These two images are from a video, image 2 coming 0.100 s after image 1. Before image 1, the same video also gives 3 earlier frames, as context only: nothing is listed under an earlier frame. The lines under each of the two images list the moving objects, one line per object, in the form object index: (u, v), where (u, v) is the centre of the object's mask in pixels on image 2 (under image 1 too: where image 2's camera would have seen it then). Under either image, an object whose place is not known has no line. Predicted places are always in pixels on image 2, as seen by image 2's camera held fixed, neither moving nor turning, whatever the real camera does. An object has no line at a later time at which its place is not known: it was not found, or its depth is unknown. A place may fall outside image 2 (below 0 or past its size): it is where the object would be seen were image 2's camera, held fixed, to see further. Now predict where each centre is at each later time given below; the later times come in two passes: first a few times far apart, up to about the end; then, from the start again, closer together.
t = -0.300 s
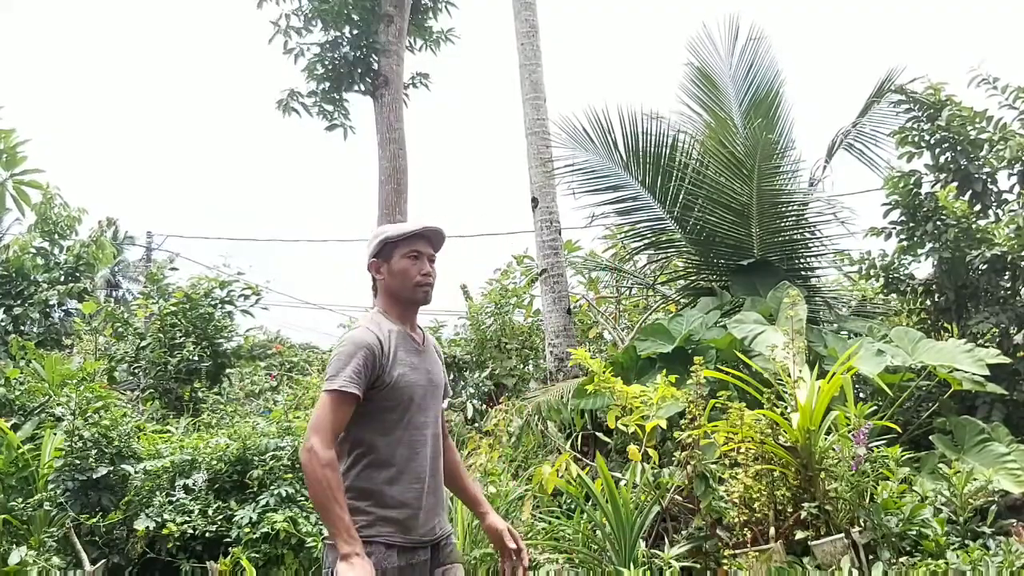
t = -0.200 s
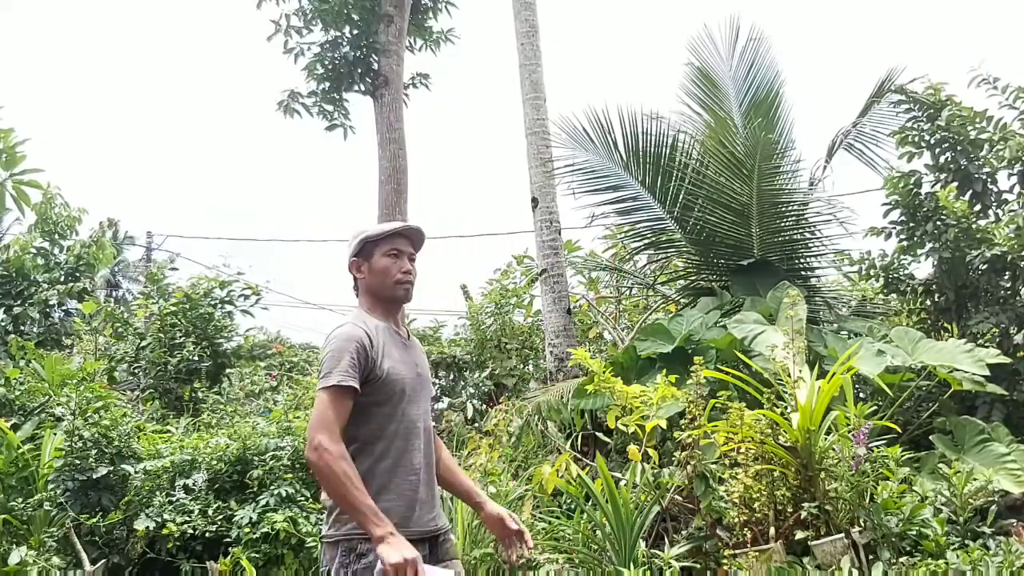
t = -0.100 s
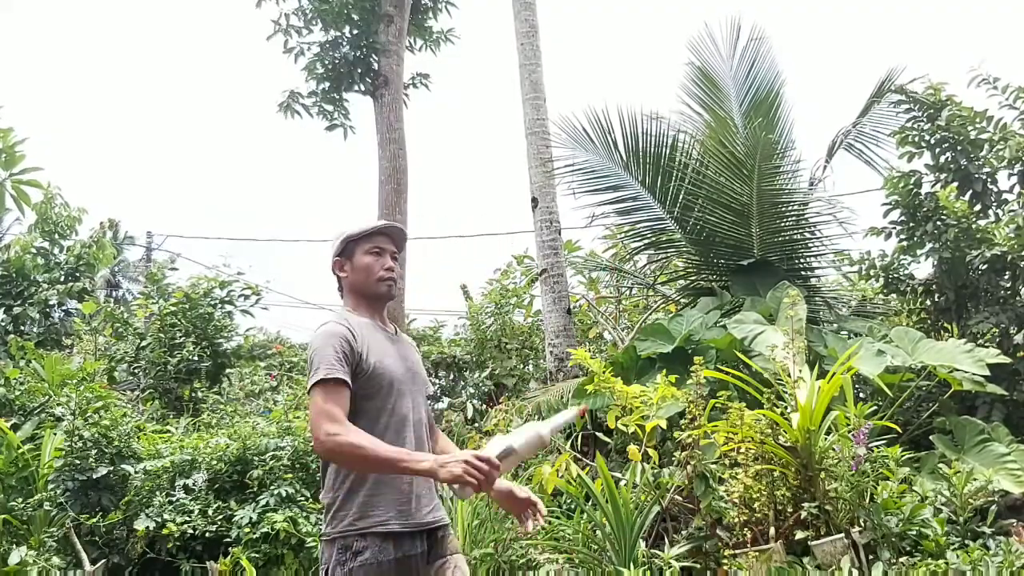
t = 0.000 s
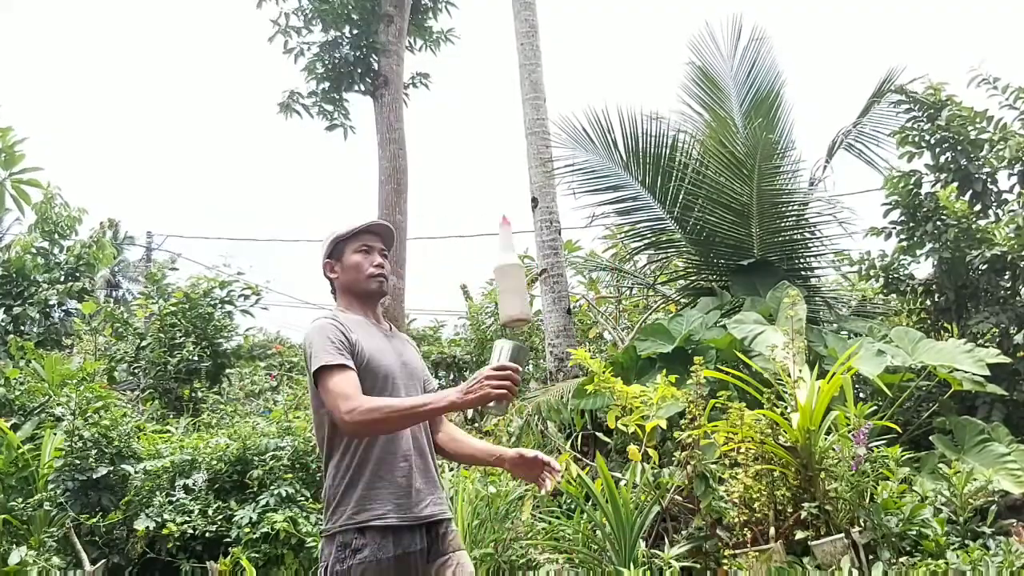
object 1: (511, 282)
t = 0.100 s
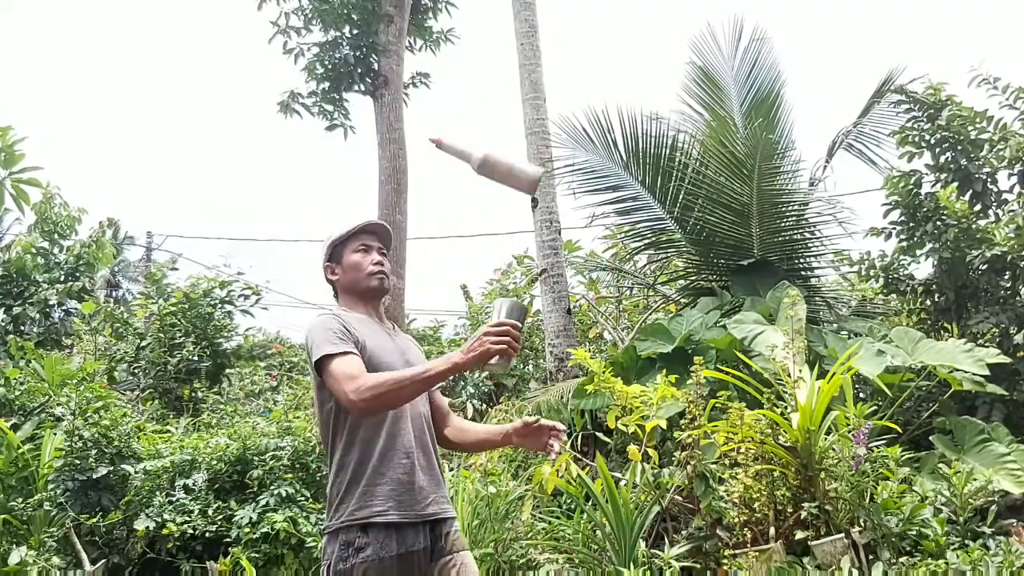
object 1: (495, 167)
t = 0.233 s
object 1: (491, 73)
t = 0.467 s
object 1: (482, 31)
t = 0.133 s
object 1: (493, 138)
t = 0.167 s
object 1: (492, 113)
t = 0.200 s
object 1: (491, 92)
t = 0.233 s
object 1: (491, 73)
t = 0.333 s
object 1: (490, 36)
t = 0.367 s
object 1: (490, 29)
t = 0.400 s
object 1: (488, 25)
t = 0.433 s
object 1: (486, 25)
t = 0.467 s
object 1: (482, 31)
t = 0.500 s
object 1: (477, 44)
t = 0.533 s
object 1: (475, 57)
